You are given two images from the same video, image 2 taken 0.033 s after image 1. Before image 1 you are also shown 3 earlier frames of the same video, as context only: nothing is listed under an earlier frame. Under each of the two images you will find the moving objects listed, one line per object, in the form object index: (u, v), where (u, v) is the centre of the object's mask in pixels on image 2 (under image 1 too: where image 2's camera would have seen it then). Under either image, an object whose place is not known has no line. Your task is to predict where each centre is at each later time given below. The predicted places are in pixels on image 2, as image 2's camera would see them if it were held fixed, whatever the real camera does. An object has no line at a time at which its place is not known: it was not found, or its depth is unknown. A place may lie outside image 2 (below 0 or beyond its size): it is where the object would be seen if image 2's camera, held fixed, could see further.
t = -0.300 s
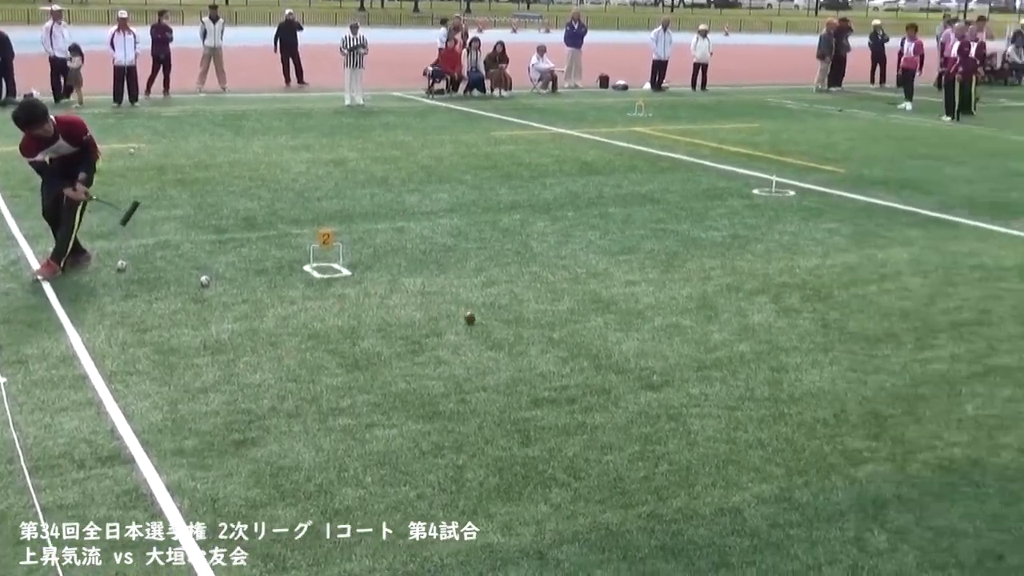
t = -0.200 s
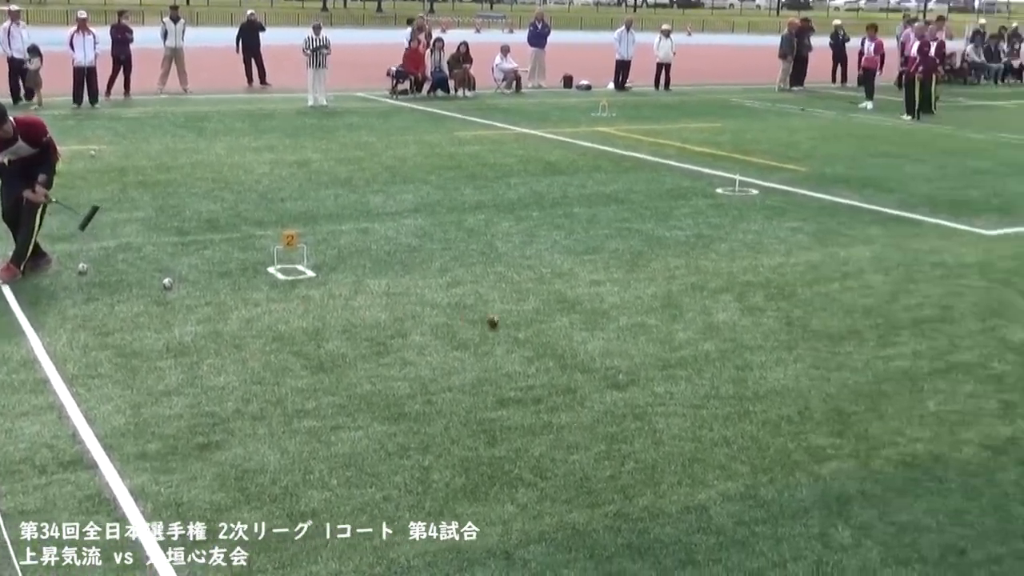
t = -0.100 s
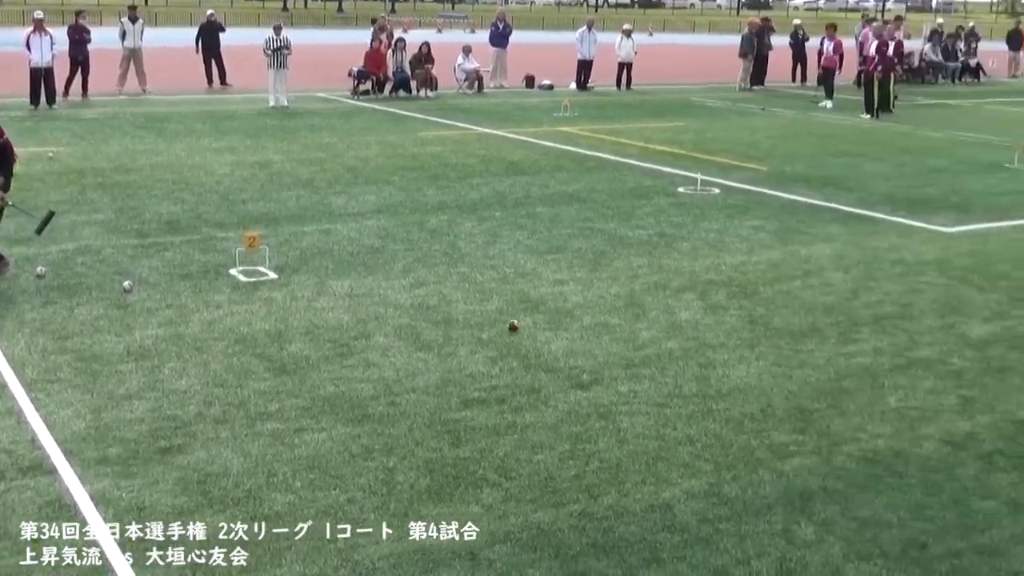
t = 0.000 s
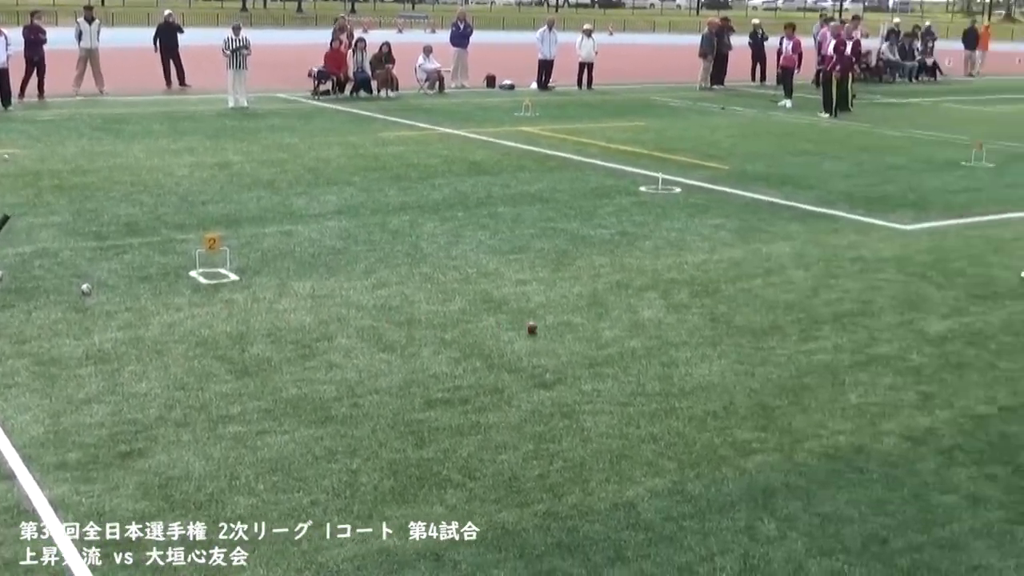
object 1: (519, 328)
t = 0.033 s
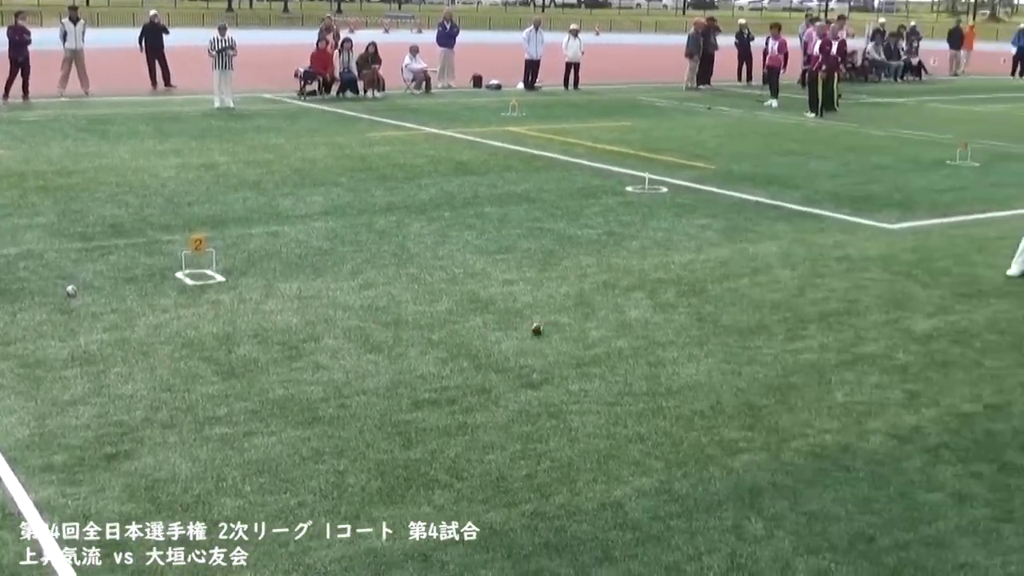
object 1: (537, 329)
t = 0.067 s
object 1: (555, 329)
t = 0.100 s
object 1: (572, 331)
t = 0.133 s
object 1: (591, 331)
